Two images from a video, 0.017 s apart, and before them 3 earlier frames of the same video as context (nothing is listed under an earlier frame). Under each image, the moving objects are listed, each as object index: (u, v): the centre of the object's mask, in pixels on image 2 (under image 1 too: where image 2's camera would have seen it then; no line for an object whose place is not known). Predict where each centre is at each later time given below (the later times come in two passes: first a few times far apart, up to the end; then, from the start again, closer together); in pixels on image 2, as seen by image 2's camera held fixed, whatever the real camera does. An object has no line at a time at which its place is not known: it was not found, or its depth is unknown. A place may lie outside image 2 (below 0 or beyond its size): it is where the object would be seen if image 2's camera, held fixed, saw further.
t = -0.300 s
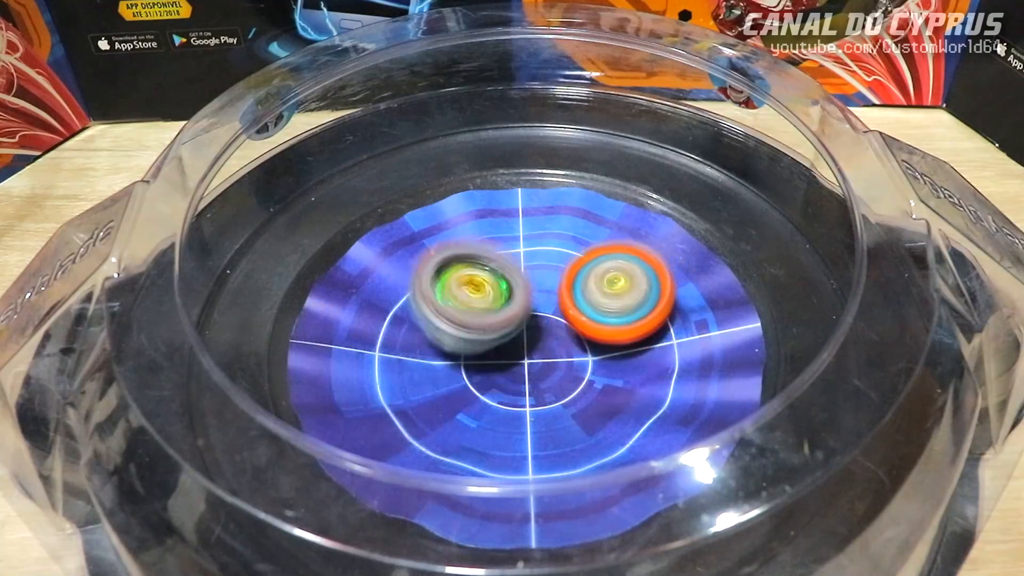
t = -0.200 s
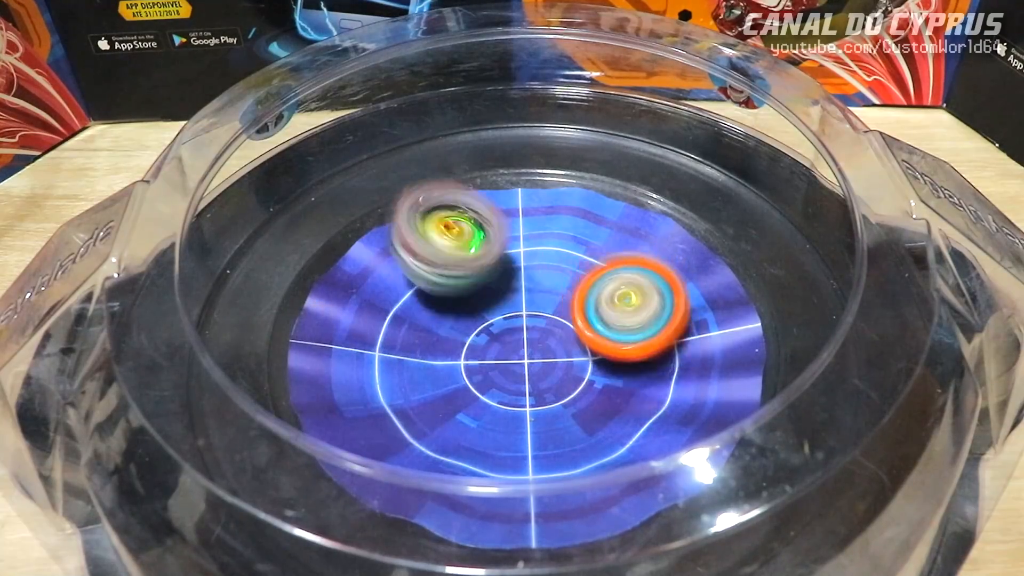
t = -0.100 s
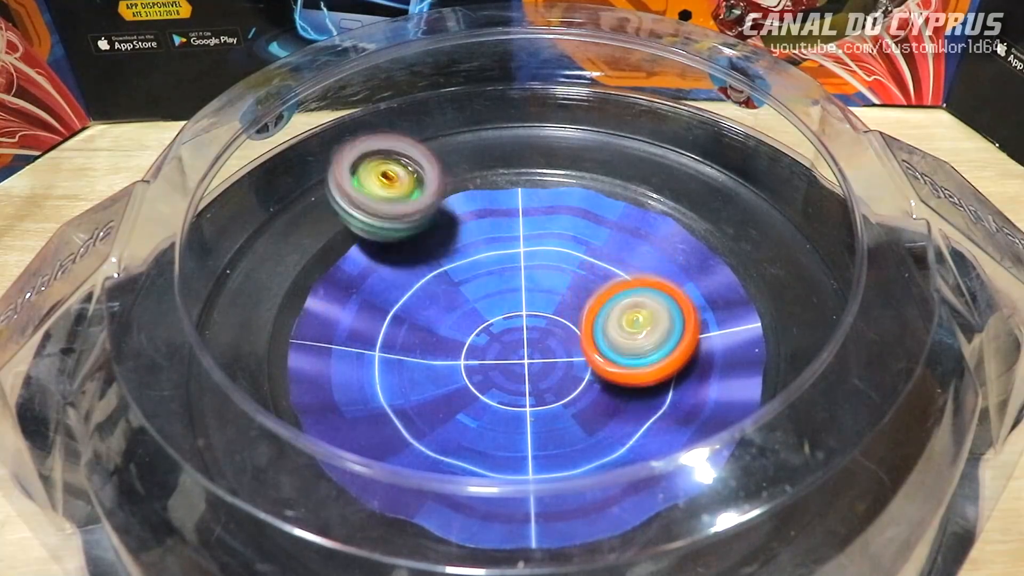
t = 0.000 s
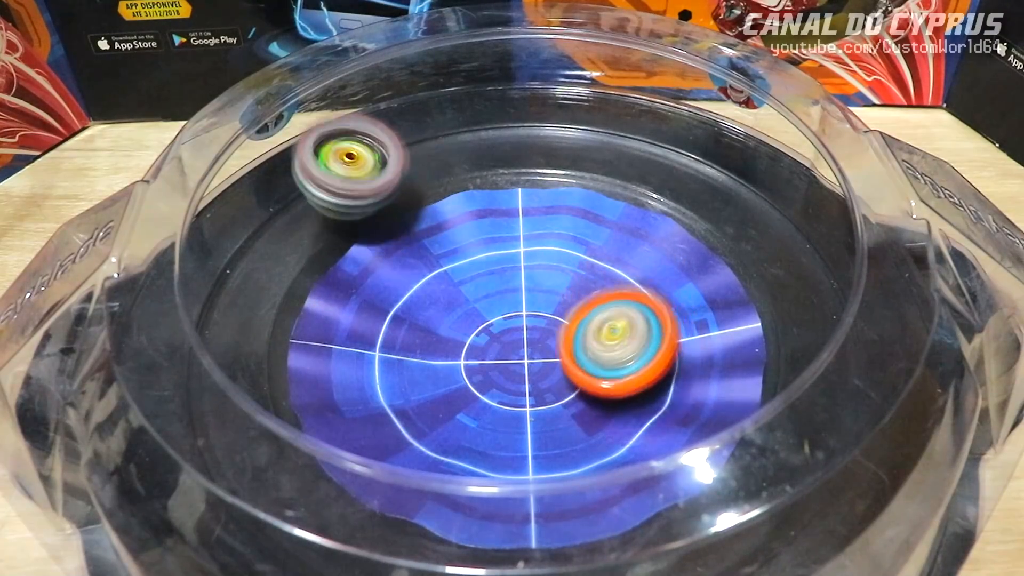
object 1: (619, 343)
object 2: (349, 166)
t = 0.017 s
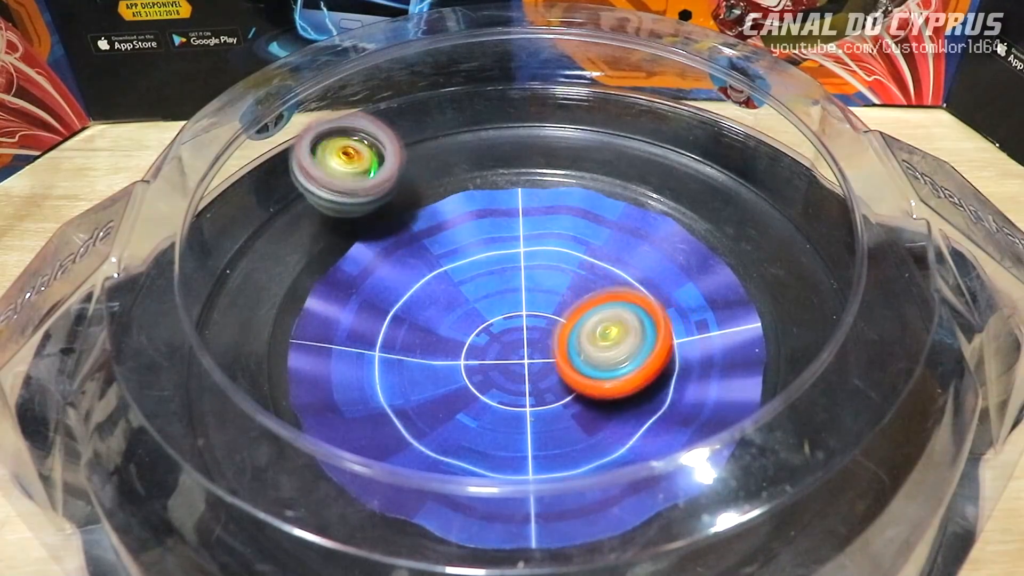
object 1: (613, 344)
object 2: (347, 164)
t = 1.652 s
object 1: (470, 328)
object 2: (556, 378)
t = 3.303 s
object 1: (490, 341)
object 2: (589, 258)
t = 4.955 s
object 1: (528, 372)
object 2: (513, 206)
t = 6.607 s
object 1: (530, 346)
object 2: (419, 222)
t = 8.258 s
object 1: (506, 345)
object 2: (416, 257)
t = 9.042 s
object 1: (538, 329)
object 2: (657, 338)
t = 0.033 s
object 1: (608, 345)
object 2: (346, 161)
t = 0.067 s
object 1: (595, 347)
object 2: (346, 154)
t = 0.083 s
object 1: (588, 349)
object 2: (346, 151)
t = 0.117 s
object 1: (574, 351)
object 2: (349, 143)
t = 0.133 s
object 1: (567, 352)
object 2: (352, 140)
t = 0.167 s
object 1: (554, 354)
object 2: (358, 131)
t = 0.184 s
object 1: (548, 356)
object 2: (363, 126)
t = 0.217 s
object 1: (537, 360)
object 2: (371, 121)
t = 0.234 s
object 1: (531, 362)
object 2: (373, 120)
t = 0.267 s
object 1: (522, 367)
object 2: (377, 121)
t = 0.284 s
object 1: (519, 369)
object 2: (380, 122)
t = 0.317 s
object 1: (513, 376)
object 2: (386, 124)
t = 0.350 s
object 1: (510, 382)
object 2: (392, 122)
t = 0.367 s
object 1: (510, 385)
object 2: (396, 120)
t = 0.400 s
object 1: (510, 390)
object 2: (407, 118)
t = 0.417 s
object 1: (511, 393)
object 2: (412, 117)
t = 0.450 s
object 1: (516, 397)
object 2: (427, 115)
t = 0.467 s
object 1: (520, 399)
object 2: (435, 114)
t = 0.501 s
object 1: (528, 402)
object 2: (452, 113)
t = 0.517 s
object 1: (531, 402)
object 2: (461, 113)
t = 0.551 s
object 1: (537, 402)
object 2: (481, 114)
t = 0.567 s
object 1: (538, 402)
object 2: (492, 115)
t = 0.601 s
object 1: (541, 401)
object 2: (513, 118)
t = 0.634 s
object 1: (544, 398)
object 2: (535, 121)
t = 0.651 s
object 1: (545, 397)
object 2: (548, 122)
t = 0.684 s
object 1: (546, 394)
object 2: (572, 126)
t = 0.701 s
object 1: (546, 392)
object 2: (582, 128)
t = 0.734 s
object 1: (546, 388)
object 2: (604, 134)
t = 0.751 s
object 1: (546, 386)
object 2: (613, 137)
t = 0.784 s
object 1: (545, 381)
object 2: (628, 141)
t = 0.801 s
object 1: (544, 379)
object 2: (635, 144)
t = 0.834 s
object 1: (542, 375)
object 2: (646, 150)
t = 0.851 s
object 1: (541, 373)
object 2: (650, 153)
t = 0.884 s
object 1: (539, 370)
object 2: (653, 163)
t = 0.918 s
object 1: (536, 368)
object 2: (648, 174)
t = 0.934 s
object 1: (535, 367)
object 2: (644, 180)
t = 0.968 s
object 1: (533, 366)
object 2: (636, 192)
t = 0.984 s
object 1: (532, 365)
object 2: (631, 198)
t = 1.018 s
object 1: (530, 363)
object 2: (622, 212)
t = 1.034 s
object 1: (529, 362)
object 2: (617, 221)
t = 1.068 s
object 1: (528, 361)
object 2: (604, 240)
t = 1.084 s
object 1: (527, 360)
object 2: (598, 250)
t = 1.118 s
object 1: (520, 361)
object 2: (584, 273)
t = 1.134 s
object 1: (502, 366)
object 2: (591, 275)
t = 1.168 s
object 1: (468, 374)
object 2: (600, 282)
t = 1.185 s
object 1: (455, 376)
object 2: (602, 287)
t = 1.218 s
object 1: (431, 379)
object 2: (605, 296)
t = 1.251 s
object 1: (417, 379)
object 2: (606, 306)
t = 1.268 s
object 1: (413, 378)
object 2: (606, 310)
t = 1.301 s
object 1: (409, 376)
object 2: (606, 318)
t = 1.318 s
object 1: (409, 375)
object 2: (604, 321)
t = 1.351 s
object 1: (411, 372)
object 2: (602, 329)
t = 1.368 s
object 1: (412, 371)
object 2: (601, 333)
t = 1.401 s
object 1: (418, 368)
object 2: (599, 339)
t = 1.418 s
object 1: (420, 367)
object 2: (597, 342)
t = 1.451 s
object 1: (428, 364)
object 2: (593, 347)
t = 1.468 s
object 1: (431, 362)
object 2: (591, 350)
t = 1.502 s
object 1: (439, 358)
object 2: (585, 356)
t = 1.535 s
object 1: (450, 354)
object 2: (578, 362)
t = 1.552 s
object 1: (453, 352)
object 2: (575, 365)
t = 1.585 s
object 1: (458, 346)
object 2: (567, 368)
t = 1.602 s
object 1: (460, 343)
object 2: (563, 370)
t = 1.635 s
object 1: (466, 332)
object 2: (559, 375)
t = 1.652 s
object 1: (470, 328)
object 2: (556, 378)
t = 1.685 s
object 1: (480, 318)
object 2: (555, 384)
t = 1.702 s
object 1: (486, 314)
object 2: (556, 387)
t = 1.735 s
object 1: (497, 308)
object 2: (556, 391)
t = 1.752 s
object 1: (501, 305)
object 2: (554, 393)
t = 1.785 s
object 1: (511, 301)
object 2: (552, 396)
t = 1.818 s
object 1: (518, 296)
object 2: (549, 398)
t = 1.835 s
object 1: (521, 293)
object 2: (548, 397)
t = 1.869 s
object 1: (525, 289)
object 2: (541, 397)
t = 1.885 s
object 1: (527, 287)
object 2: (535, 396)
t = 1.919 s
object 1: (529, 283)
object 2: (528, 395)
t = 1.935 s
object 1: (530, 283)
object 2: (524, 393)
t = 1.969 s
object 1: (531, 281)
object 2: (516, 390)
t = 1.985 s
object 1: (531, 280)
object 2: (512, 388)
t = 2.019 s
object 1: (533, 281)
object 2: (503, 383)
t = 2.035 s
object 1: (533, 281)
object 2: (498, 380)
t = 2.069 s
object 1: (535, 283)
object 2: (489, 372)
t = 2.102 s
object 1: (537, 285)
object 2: (479, 364)
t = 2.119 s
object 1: (537, 286)
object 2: (477, 359)
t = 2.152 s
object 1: (540, 289)
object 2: (468, 351)
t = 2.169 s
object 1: (541, 291)
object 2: (463, 346)
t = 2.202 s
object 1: (542, 296)
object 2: (454, 339)
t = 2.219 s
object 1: (543, 297)
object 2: (449, 335)
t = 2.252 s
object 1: (542, 302)
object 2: (436, 331)
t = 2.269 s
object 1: (540, 305)
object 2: (428, 328)
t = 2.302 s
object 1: (540, 310)
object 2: (416, 324)
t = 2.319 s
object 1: (539, 311)
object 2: (411, 323)
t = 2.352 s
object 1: (539, 317)
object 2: (403, 319)
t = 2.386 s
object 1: (539, 322)
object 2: (397, 316)
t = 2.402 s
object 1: (539, 324)
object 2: (395, 314)
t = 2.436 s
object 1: (538, 329)
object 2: (390, 311)
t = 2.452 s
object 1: (539, 331)
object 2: (387, 309)
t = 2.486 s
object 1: (539, 336)
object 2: (385, 306)
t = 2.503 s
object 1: (539, 338)
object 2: (386, 304)
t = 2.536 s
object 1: (540, 343)
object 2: (387, 301)
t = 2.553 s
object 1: (540, 345)
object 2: (388, 299)
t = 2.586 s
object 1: (541, 349)
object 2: (392, 295)
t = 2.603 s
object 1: (541, 350)
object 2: (395, 292)
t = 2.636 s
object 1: (540, 354)
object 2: (403, 289)
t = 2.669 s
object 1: (540, 356)
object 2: (413, 288)
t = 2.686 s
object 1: (539, 358)
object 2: (421, 287)
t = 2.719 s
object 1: (538, 359)
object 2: (436, 284)
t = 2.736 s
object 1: (536, 360)
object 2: (441, 283)
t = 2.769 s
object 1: (534, 360)
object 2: (456, 280)
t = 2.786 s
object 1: (533, 362)
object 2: (464, 278)
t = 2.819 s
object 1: (532, 362)
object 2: (478, 273)
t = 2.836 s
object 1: (531, 363)
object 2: (485, 271)
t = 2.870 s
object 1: (529, 363)
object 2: (499, 265)
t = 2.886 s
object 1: (527, 363)
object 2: (505, 262)
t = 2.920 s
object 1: (525, 362)
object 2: (520, 257)
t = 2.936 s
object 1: (523, 361)
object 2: (528, 254)
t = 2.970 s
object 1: (521, 360)
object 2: (540, 247)
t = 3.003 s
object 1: (517, 360)
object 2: (548, 241)
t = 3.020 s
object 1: (516, 358)
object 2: (553, 239)
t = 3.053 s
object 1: (512, 357)
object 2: (560, 235)
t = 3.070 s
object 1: (511, 356)
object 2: (562, 233)
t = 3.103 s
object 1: (507, 355)
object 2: (568, 231)
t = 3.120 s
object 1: (505, 353)
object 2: (573, 230)
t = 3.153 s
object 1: (502, 352)
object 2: (578, 230)
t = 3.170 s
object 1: (500, 350)
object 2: (579, 231)
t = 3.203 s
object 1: (497, 349)
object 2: (583, 235)
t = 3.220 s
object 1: (495, 347)
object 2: (584, 237)
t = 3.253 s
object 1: (493, 345)
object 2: (586, 244)
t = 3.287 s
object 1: (491, 343)
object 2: (587, 253)
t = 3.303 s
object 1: (490, 341)
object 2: (589, 258)
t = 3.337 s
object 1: (489, 339)
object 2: (589, 268)
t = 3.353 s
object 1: (488, 337)
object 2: (588, 275)
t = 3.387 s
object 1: (487, 335)
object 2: (587, 288)
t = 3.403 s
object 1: (485, 333)
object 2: (587, 294)
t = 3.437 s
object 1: (470, 328)
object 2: (603, 305)
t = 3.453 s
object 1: (460, 325)
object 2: (614, 310)
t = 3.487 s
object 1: (448, 319)
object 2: (633, 317)
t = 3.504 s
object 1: (444, 318)
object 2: (641, 320)
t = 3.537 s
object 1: (439, 313)
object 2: (658, 327)
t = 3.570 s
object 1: (438, 311)
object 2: (673, 333)
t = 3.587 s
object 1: (438, 310)
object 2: (679, 335)
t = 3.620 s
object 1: (440, 310)
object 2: (688, 339)
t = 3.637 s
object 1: (443, 310)
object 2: (693, 342)
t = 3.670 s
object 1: (448, 311)
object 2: (697, 346)
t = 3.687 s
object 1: (450, 310)
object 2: (697, 348)
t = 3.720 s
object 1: (458, 313)
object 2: (696, 351)
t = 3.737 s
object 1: (459, 313)
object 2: (694, 352)
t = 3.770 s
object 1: (467, 314)
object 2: (686, 355)
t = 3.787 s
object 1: (471, 316)
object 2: (682, 357)
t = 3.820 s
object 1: (479, 315)
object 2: (669, 358)
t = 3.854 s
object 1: (488, 315)
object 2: (652, 361)
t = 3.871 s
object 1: (494, 315)
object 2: (643, 361)
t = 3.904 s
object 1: (504, 313)
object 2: (620, 364)
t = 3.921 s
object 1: (508, 309)
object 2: (608, 365)
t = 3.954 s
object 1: (514, 299)
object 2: (583, 365)
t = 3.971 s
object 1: (521, 293)
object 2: (570, 366)
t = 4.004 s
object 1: (536, 284)
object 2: (542, 365)
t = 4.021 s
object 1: (544, 285)
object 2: (527, 365)
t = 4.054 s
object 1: (553, 287)
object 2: (497, 363)
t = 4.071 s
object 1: (557, 287)
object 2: (484, 362)
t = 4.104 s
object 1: (561, 284)
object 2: (461, 358)
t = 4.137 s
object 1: (565, 283)
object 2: (442, 357)
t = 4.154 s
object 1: (566, 282)
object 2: (434, 356)
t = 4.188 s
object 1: (567, 281)
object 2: (421, 355)
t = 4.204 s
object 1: (566, 283)
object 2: (417, 355)
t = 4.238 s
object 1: (565, 285)
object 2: (409, 353)
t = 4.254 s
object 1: (565, 288)
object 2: (406, 353)
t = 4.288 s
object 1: (561, 290)
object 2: (400, 350)
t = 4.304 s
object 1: (561, 292)
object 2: (398, 349)
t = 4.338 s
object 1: (558, 296)
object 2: (396, 346)
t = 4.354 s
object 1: (555, 298)
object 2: (395, 344)
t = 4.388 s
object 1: (553, 304)
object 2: (395, 340)
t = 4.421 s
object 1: (550, 306)
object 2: (395, 335)
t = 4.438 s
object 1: (548, 310)
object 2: (397, 331)
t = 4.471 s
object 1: (546, 314)
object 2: (399, 323)
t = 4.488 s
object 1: (546, 316)
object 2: (401, 319)
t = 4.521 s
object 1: (544, 321)
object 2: (404, 309)
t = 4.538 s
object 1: (543, 324)
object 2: (406, 304)
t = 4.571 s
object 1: (541, 331)
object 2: (411, 293)
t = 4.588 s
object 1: (540, 334)
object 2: (413, 286)
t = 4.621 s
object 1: (539, 341)
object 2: (417, 277)
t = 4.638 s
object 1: (538, 344)
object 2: (421, 270)
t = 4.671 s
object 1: (538, 351)
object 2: (428, 259)
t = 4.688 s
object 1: (536, 355)
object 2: (433, 254)
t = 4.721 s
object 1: (535, 361)
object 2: (439, 244)
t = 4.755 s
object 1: (534, 365)
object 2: (448, 234)
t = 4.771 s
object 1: (533, 368)
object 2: (453, 231)
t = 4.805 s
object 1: (532, 371)
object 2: (462, 223)
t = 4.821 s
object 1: (532, 371)
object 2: (467, 220)
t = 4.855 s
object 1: (531, 372)
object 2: (479, 215)
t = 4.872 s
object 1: (530, 373)
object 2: (484, 212)
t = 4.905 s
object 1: (529, 373)
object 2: (496, 209)
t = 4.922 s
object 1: (530, 372)
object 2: (501, 208)
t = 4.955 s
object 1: (528, 372)
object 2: (513, 206)
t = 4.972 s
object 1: (526, 371)
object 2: (519, 206)
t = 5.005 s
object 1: (525, 369)
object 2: (530, 205)
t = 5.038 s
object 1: (522, 366)
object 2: (540, 205)
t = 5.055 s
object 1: (523, 365)
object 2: (546, 206)
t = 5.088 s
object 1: (520, 363)
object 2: (556, 208)
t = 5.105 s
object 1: (518, 361)
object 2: (561, 211)
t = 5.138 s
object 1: (515, 358)
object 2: (572, 217)
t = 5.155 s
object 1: (515, 357)
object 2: (576, 220)
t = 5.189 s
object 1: (512, 355)
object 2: (585, 229)
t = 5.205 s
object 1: (509, 353)
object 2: (590, 233)
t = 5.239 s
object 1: (505, 349)
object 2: (598, 243)
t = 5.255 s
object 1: (504, 348)
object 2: (601, 248)
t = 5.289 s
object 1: (500, 345)
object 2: (608, 262)
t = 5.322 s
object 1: (496, 341)
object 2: (614, 274)
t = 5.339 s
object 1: (494, 338)
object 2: (617, 281)
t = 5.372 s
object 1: (491, 334)
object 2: (621, 294)
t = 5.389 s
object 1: (490, 333)
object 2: (623, 301)
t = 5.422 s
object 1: (487, 330)
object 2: (628, 311)
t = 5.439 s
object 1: (487, 327)
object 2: (629, 317)
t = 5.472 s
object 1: (485, 324)
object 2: (632, 328)
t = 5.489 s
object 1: (486, 324)
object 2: (635, 333)
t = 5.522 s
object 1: (487, 323)
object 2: (635, 342)
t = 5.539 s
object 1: (486, 321)
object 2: (636, 347)
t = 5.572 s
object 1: (487, 320)
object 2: (635, 357)
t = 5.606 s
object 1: (488, 320)
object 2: (631, 366)
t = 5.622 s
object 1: (490, 319)
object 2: (629, 371)
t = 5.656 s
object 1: (494, 319)
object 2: (623, 380)
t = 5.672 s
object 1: (494, 319)
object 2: (619, 383)
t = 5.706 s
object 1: (496, 318)
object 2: (611, 389)
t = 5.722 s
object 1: (500, 319)
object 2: (605, 393)
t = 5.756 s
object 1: (502, 318)
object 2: (594, 398)
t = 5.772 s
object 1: (502, 318)
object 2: (588, 400)
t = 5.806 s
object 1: (504, 317)
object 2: (574, 404)
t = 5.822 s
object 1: (506, 315)
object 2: (567, 405)
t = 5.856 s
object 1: (511, 314)
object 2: (552, 406)
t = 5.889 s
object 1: (515, 310)
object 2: (536, 404)
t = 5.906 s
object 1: (519, 313)
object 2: (527, 404)
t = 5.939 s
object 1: (522, 315)
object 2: (512, 405)
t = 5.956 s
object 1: (528, 313)
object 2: (503, 400)
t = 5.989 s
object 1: (534, 315)
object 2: (485, 393)
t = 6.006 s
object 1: (536, 317)
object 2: (477, 389)
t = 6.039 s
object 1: (544, 318)
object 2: (463, 379)
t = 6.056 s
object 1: (545, 319)
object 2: (454, 374)
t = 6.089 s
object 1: (545, 323)
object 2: (440, 366)
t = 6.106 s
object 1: (547, 325)
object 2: (433, 360)
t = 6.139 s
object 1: (549, 326)
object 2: (418, 349)
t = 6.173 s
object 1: (550, 328)
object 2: (406, 339)
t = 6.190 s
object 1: (550, 329)
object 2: (400, 333)
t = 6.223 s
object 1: (551, 331)
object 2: (389, 321)
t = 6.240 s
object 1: (552, 331)
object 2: (384, 316)
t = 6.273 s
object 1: (552, 332)
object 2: (375, 303)
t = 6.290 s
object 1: (551, 333)
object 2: (372, 297)
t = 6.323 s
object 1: (550, 335)
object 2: (366, 287)
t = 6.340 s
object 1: (550, 335)
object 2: (365, 282)
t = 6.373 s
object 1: (549, 336)
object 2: (363, 272)
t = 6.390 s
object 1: (548, 337)
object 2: (362, 267)
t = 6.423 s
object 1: (547, 338)
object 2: (365, 257)
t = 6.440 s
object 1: (545, 339)
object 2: (366, 253)
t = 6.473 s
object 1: (542, 341)
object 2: (373, 245)
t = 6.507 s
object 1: (539, 343)
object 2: (381, 237)
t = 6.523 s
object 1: (538, 342)
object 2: (385, 234)
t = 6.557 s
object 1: (535, 343)
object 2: (398, 228)
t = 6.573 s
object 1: (534, 345)
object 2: (404, 225)
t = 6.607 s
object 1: (530, 346)
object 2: (419, 222)
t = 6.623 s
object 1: (526, 347)
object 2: (426, 221)
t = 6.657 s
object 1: (522, 348)
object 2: (442, 218)
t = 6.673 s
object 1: (521, 348)
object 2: (450, 217)
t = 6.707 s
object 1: (516, 347)
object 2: (469, 217)
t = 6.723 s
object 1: (513, 349)
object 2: (479, 217)
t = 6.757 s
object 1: (510, 349)
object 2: (497, 218)
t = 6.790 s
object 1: (506, 348)
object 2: (518, 219)
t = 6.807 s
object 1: (503, 348)
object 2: (528, 221)
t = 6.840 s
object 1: (500, 348)
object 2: (546, 222)
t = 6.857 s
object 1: (499, 347)
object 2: (556, 223)
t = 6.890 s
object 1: (496, 346)
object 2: (572, 224)
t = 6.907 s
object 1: (497, 346)
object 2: (579, 226)
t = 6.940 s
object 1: (496, 344)
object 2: (595, 227)
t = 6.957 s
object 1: (494, 344)
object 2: (601, 228)
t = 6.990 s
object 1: (494, 344)
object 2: (617, 231)
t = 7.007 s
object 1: (493, 342)
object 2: (622, 232)
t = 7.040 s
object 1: (493, 341)
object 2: (634, 237)
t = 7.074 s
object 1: (494, 340)
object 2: (647, 242)
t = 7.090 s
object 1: (494, 338)
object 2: (651, 245)
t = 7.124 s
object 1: (495, 337)
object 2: (660, 253)
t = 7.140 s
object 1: (497, 337)
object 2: (663, 256)
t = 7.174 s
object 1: (498, 335)
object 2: (667, 266)
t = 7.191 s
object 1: (499, 335)
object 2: (670, 271)
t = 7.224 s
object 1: (501, 334)
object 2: (671, 281)
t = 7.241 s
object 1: (501, 332)
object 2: (672, 287)
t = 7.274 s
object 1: (503, 332)
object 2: (670, 299)
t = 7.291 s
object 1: (506, 330)
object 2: (668, 305)
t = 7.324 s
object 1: (508, 329)
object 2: (663, 318)
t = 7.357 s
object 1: (510, 328)
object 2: (656, 330)
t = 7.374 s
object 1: (514, 327)
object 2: (652, 336)
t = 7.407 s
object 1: (517, 325)
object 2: (641, 348)
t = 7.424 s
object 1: (519, 326)
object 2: (635, 353)
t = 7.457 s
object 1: (520, 323)
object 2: (621, 365)
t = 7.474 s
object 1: (519, 321)
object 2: (614, 370)
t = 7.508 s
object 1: (521, 319)
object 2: (599, 380)
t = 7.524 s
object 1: (523, 315)
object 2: (589, 385)
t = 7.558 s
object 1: (532, 317)
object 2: (575, 398)
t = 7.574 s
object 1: (534, 317)
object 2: (562, 398)
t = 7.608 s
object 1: (537, 317)
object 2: (542, 406)
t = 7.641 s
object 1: (538, 320)
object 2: (523, 406)
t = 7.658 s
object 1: (542, 320)
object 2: (511, 407)
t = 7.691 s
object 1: (541, 322)
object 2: (492, 410)
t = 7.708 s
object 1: (544, 321)
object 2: (484, 408)
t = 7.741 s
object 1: (542, 326)
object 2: (464, 408)
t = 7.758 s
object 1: (541, 327)
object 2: (457, 406)
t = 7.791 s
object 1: (540, 329)
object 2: (441, 402)
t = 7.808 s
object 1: (540, 329)
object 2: (433, 400)
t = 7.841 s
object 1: (539, 331)
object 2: (420, 393)
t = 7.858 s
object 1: (539, 332)
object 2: (414, 390)
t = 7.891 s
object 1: (538, 333)
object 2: (402, 383)
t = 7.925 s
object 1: (536, 335)
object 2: (392, 373)
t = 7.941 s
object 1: (536, 335)
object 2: (388, 368)
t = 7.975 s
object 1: (534, 336)
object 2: (383, 357)
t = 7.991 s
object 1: (533, 338)
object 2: (381, 352)
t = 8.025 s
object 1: (531, 339)
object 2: (380, 341)
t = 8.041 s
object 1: (528, 341)
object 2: (380, 334)
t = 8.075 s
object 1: (526, 342)
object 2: (380, 323)
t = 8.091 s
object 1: (523, 343)
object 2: (383, 317)
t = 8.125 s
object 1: (519, 344)
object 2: (386, 305)
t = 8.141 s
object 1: (518, 344)
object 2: (389, 298)
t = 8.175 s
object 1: (513, 345)
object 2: (394, 285)
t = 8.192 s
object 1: (513, 345)
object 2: (397, 279)
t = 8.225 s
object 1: (509, 345)
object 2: (406, 267)
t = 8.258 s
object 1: (506, 345)
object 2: (416, 257)
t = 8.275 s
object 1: (506, 345)
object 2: (422, 251)
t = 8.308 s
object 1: (503, 344)
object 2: (432, 241)
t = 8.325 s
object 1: (504, 344)
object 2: (440, 237)
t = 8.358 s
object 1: (502, 343)
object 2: (450, 228)
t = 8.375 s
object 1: (502, 343)
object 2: (457, 225)
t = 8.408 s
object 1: (502, 341)
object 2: (471, 217)
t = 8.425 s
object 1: (501, 341)
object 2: (478, 215)
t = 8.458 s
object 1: (502, 341)
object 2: (493, 211)
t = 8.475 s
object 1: (500, 340)
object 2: (500, 209)
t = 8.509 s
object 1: (503, 340)
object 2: (515, 207)
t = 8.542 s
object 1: (502, 338)
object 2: (528, 204)
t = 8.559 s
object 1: (503, 338)
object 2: (535, 205)
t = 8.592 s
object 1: (505, 337)
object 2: (549, 203)
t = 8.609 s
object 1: (504, 336)
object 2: (554, 204)
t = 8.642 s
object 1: (507, 335)
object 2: (568, 205)
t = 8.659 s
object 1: (506, 334)
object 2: (574, 208)
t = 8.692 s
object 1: (509, 333)
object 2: (587, 214)
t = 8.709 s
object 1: (509, 332)
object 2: (591, 218)
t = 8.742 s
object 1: (513, 331)
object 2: (603, 228)
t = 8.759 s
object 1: (514, 329)
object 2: (608, 232)
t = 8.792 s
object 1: (517, 330)
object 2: (618, 243)
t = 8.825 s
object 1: (521, 329)
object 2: (627, 253)
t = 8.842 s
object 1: (522, 328)
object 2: (630, 260)
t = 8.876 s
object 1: (525, 329)
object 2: (637, 273)
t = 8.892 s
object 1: (526, 328)
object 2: (638, 281)
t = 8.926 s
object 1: (529, 328)
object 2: (645, 294)
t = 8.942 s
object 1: (530, 327)
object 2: (646, 300)
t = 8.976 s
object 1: (533, 329)
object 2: (653, 314)
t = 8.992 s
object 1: (535, 328)
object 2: (655, 319)
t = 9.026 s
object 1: (536, 329)
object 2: (656, 333)
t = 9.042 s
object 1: (538, 329)
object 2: (657, 338)
